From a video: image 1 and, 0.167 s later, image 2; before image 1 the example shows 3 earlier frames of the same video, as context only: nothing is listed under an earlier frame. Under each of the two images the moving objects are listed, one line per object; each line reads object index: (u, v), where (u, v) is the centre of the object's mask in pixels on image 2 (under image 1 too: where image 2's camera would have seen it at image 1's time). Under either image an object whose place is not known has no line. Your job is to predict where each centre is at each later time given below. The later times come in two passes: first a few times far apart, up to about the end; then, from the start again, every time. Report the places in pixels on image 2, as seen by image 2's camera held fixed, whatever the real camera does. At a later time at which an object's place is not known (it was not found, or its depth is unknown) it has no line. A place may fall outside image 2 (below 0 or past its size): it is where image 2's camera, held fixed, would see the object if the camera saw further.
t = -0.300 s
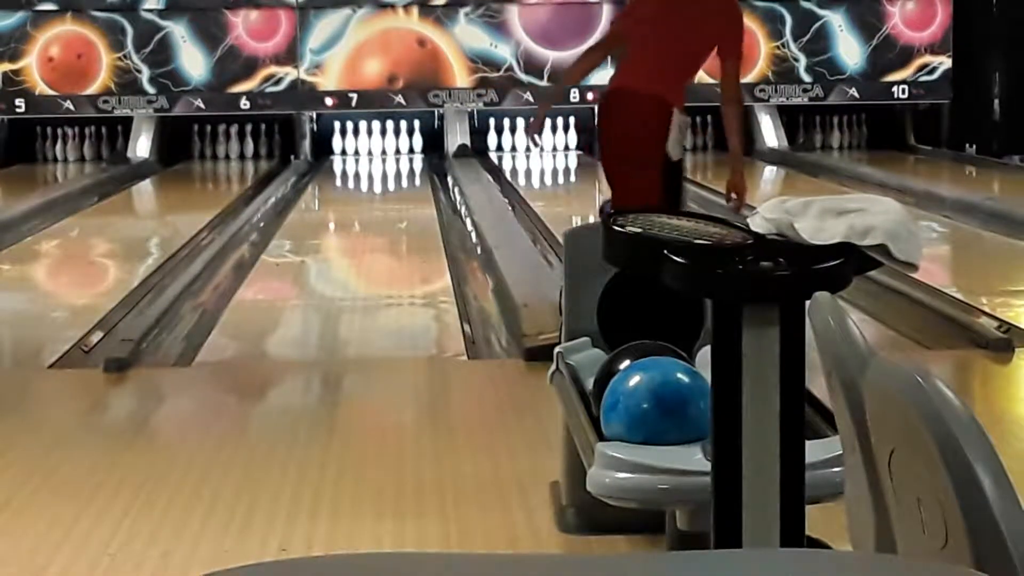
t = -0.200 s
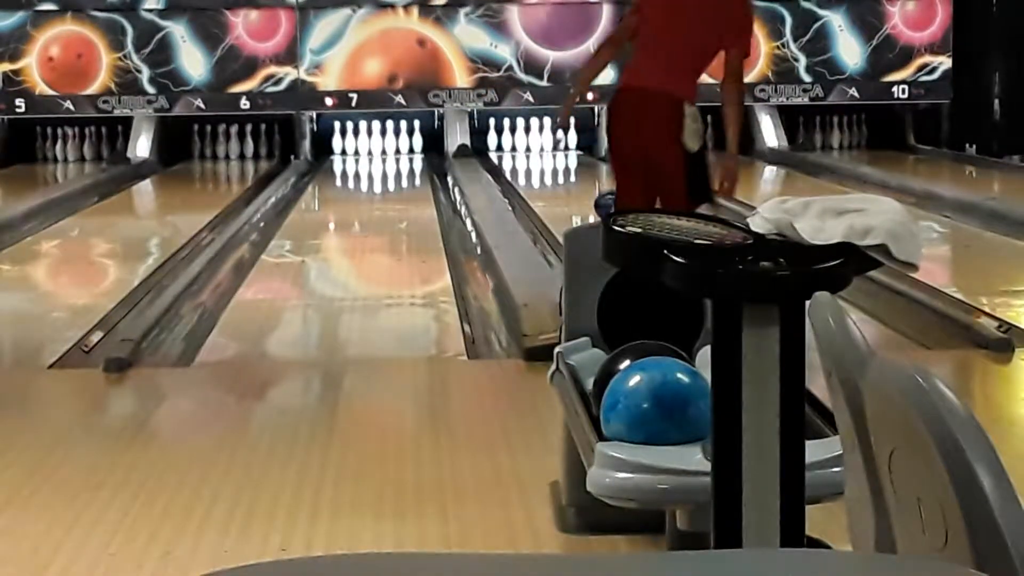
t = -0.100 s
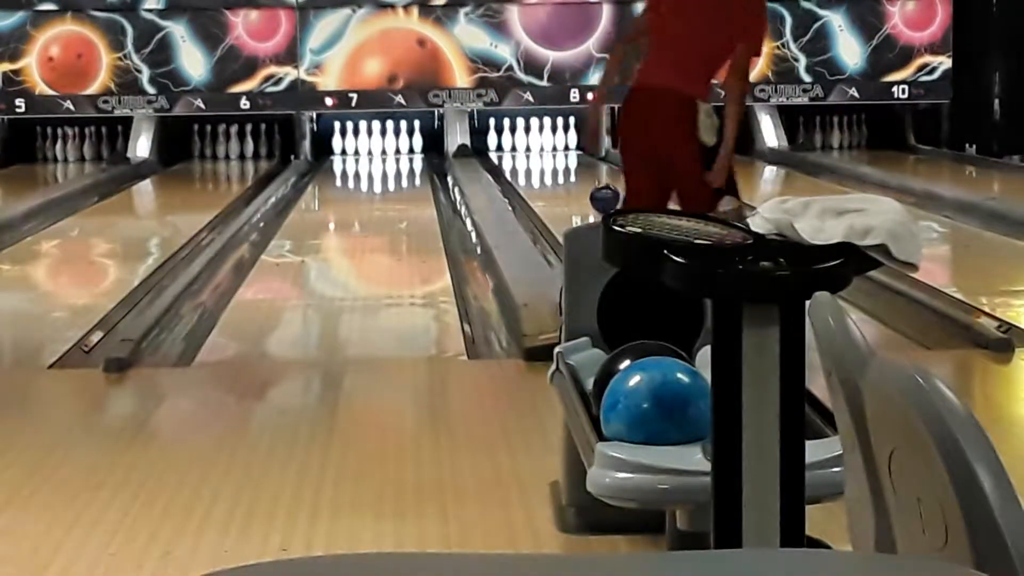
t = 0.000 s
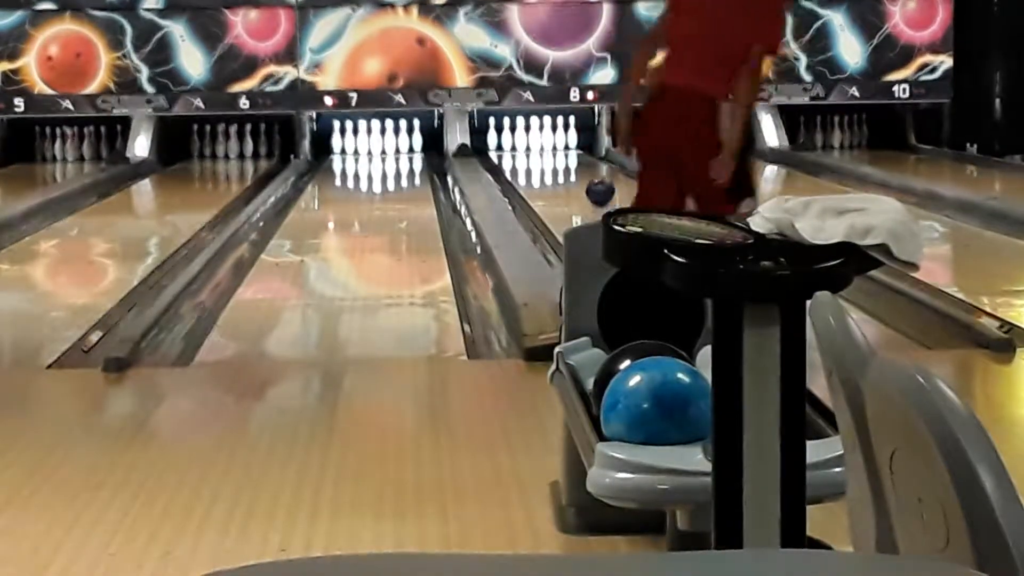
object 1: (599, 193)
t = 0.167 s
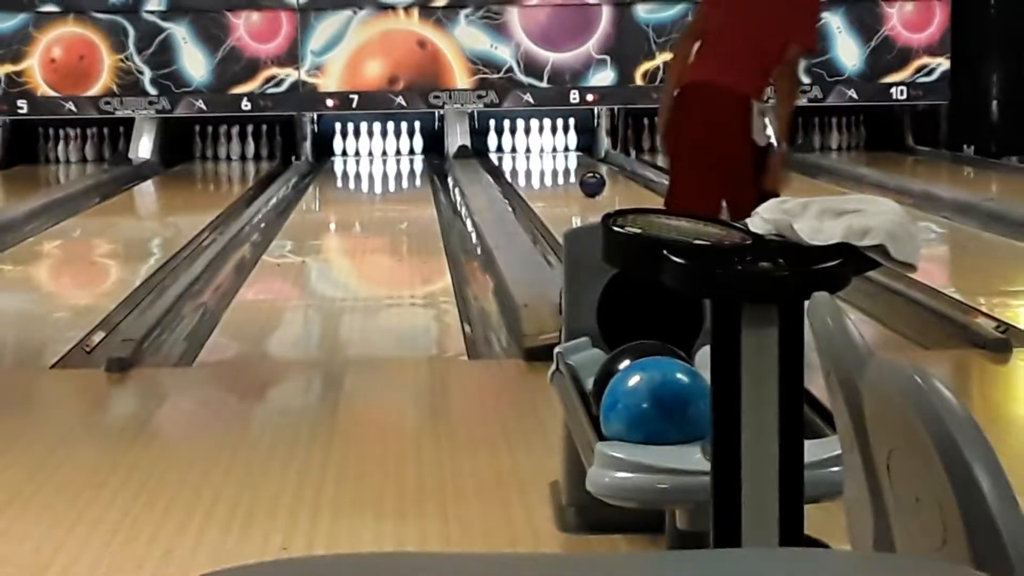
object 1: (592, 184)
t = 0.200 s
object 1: (591, 183)
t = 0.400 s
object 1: (582, 173)
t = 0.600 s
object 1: (574, 164)
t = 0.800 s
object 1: (563, 158)
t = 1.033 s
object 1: (547, 151)
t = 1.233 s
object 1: (529, 147)
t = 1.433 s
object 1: (502, 144)
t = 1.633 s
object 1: (477, 144)
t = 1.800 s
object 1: (479, 152)
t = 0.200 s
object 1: (591, 183)
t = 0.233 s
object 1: (589, 182)
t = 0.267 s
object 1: (588, 179)
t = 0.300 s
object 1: (586, 178)
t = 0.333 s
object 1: (585, 176)
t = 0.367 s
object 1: (584, 174)
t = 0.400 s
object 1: (582, 173)
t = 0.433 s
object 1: (581, 172)
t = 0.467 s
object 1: (579, 170)
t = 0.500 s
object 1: (578, 168)
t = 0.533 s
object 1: (577, 167)
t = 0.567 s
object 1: (576, 166)
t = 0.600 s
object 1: (574, 164)
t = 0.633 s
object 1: (573, 162)
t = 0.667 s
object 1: (571, 162)
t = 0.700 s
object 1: (569, 161)
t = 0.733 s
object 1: (567, 160)
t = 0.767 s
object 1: (565, 159)
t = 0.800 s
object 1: (563, 158)
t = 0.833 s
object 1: (561, 156)
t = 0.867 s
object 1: (559, 155)
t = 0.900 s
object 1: (557, 154)
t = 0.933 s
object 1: (555, 154)
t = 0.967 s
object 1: (552, 153)
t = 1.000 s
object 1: (549, 152)
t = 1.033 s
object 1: (547, 151)
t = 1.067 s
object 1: (544, 150)
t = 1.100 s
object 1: (541, 150)
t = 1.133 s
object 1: (538, 149)
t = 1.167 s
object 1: (535, 148)
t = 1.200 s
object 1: (533, 148)
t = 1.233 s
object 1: (529, 147)
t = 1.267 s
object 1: (526, 146)
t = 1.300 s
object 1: (522, 145)
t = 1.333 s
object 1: (518, 145)
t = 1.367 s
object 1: (513, 144)
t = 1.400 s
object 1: (505, 143)
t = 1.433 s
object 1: (502, 144)
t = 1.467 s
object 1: (498, 144)
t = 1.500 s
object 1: (492, 143)
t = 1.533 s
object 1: (488, 142)
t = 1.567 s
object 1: (485, 142)
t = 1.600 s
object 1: (480, 143)
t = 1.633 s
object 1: (477, 144)
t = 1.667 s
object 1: (477, 145)
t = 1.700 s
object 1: (478, 148)
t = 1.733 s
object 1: (481, 152)
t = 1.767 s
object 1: (481, 153)
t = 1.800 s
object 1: (479, 152)
